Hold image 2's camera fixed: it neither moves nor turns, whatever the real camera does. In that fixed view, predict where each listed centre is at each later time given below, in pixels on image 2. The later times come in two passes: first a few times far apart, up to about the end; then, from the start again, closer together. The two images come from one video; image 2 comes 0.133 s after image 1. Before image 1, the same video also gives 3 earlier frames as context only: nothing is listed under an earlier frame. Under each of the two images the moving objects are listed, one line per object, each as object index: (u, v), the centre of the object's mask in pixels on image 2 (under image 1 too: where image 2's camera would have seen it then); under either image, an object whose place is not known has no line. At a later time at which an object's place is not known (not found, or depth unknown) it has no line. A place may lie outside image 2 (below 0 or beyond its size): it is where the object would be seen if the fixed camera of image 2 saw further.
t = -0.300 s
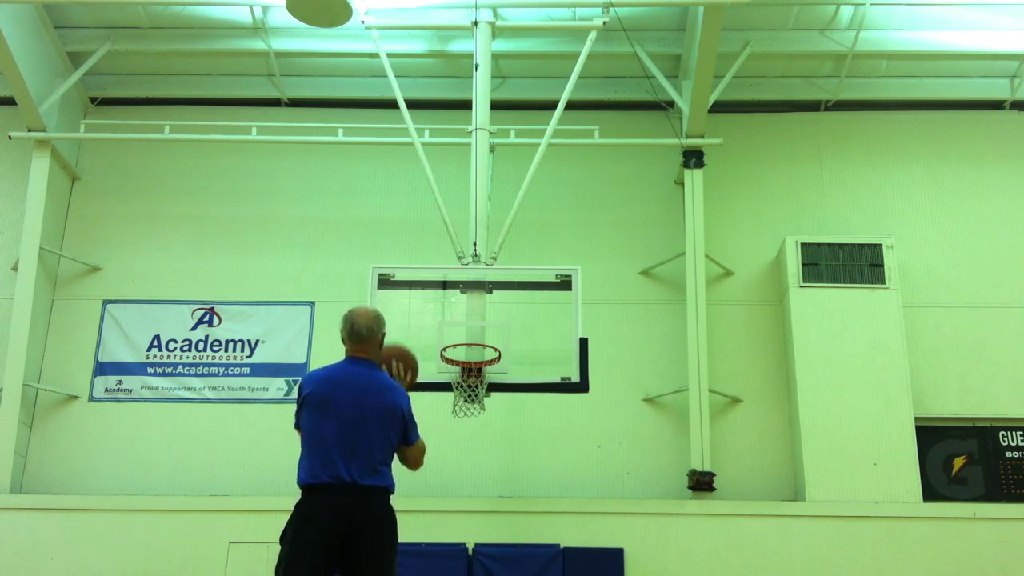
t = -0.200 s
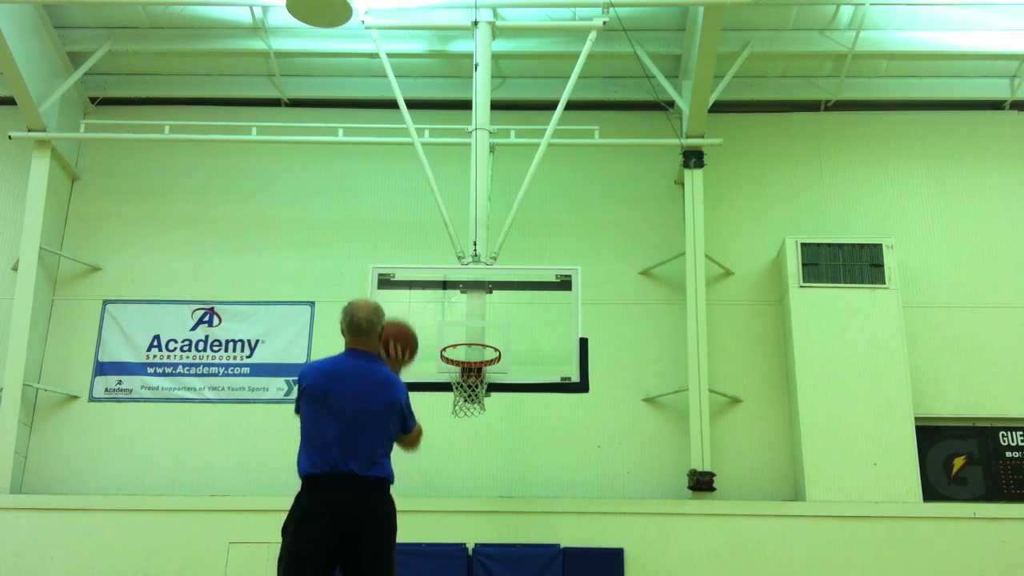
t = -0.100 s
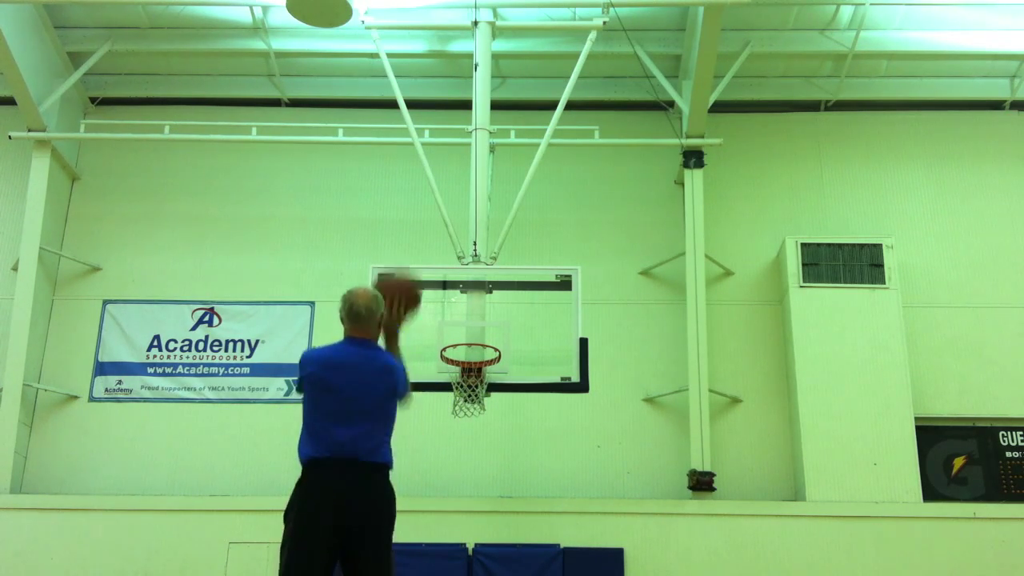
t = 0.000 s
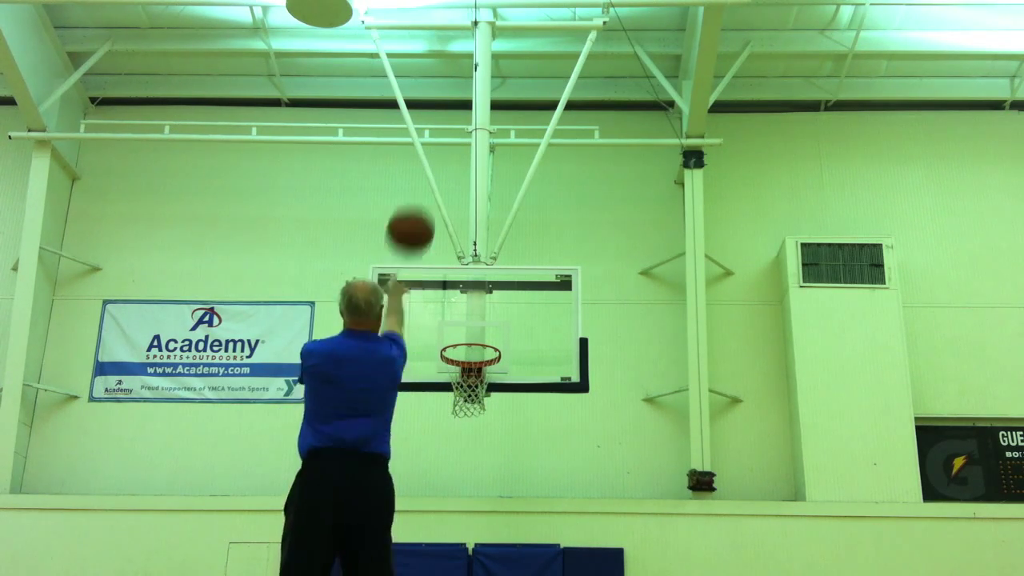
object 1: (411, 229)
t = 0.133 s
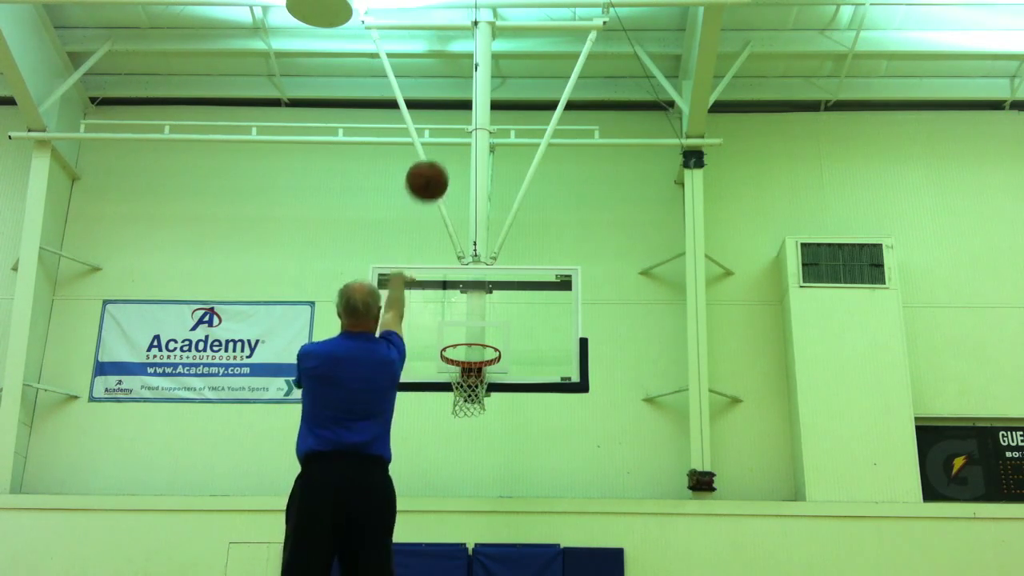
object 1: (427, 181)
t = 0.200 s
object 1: (433, 169)
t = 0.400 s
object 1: (448, 172)
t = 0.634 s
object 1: (460, 233)
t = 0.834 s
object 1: (467, 323)
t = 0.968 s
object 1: (469, 392)
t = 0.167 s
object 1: (430, 173)
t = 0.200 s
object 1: (433, 169)
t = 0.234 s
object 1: (436, 166)
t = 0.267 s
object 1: (439, 164)
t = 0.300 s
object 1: (442, 164)
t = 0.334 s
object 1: (444, 165)
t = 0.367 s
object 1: (446, 168)
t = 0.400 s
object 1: (448, 172)
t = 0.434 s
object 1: (450, 177)
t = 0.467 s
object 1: (452, 184)
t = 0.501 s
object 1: (454, 191)
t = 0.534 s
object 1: (456, 200)
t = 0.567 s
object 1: (457, 210)
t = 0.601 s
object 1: (459, 221)
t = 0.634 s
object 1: (460, 233)
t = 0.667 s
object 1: (461, 245)
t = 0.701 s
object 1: (463, 260)
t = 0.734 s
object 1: (464, 275)
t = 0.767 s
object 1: (466, 289)
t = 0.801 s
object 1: (467, 308)
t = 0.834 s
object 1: (467, 323)
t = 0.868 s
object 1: (468, 341)
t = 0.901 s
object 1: (471, 366)
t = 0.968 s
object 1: (469, 392)
